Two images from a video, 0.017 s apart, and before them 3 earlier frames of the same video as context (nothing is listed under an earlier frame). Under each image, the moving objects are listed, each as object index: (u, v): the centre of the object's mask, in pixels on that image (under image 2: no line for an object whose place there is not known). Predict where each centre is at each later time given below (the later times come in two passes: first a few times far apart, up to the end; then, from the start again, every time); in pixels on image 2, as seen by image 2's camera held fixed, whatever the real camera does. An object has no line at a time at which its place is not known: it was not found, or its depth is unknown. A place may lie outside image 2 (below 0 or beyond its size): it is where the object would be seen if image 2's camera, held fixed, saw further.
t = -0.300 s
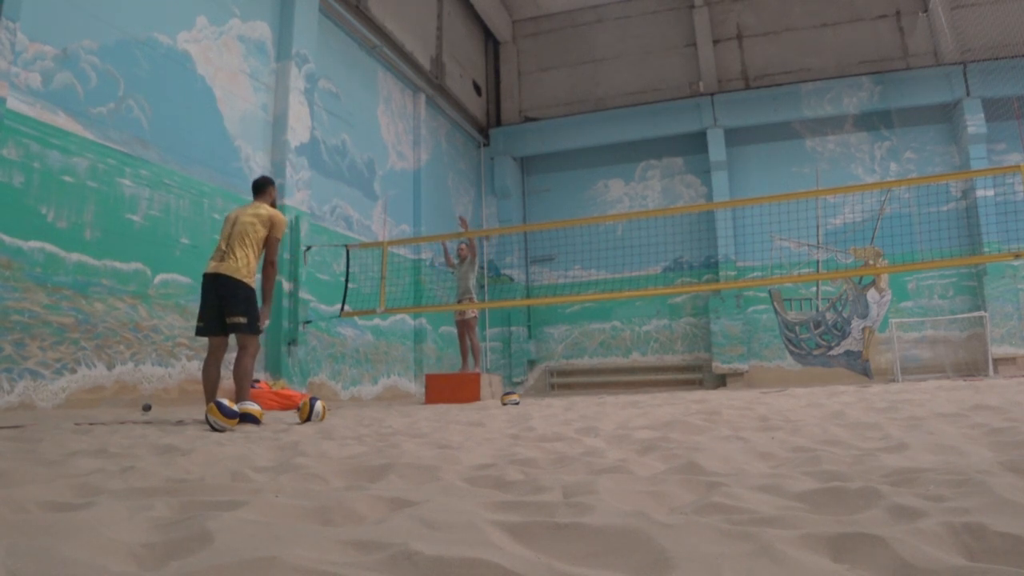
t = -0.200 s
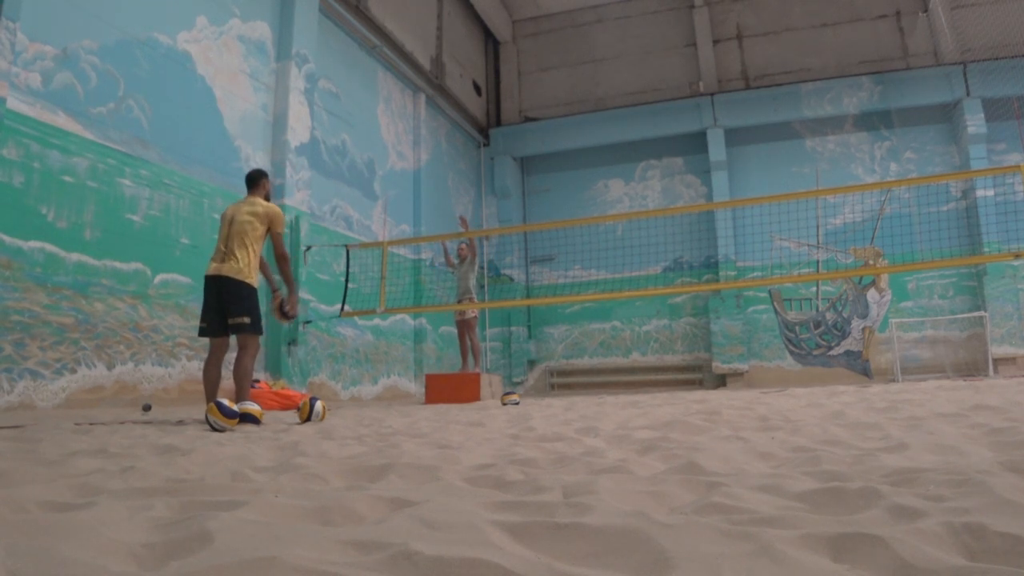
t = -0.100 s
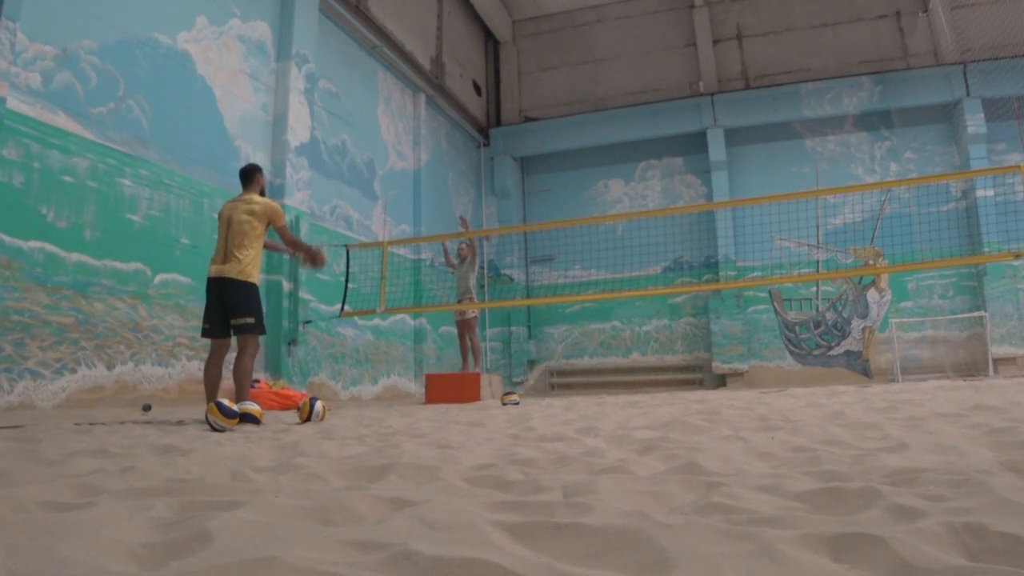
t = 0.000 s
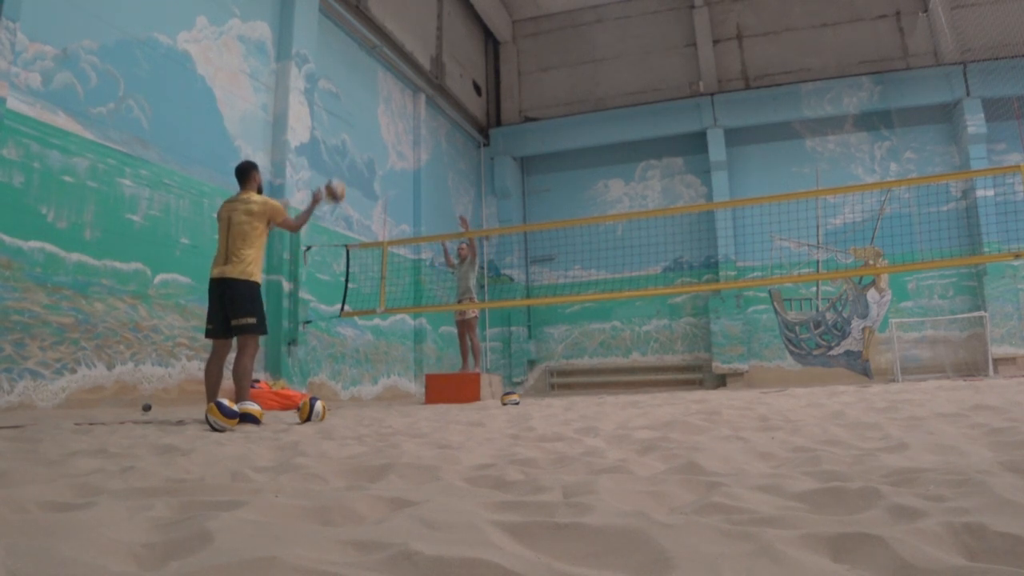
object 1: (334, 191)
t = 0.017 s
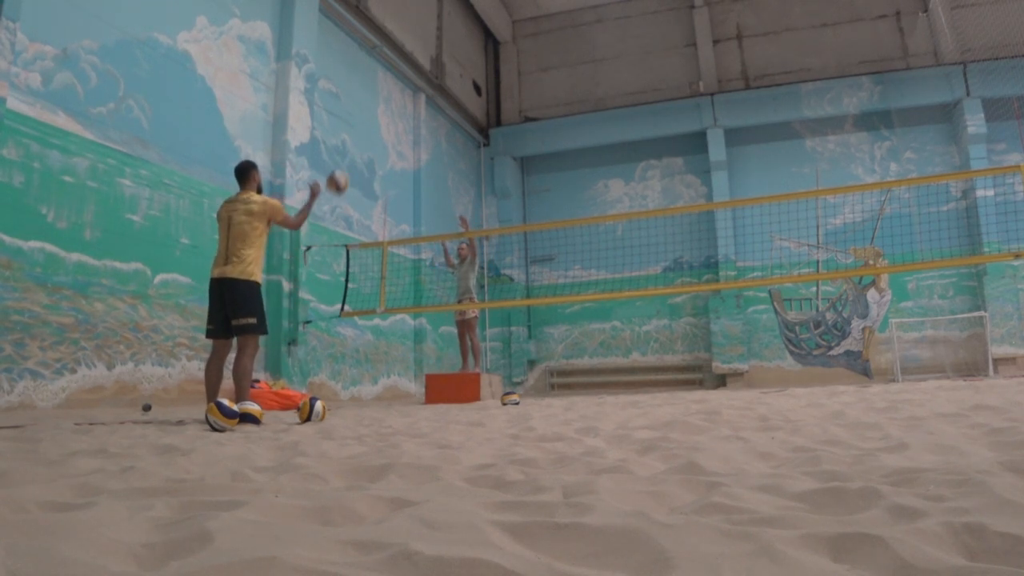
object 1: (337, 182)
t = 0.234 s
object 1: (371, 99)
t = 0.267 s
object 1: (375, 92)
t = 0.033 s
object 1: (341, 173)
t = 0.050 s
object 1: (344, 165)
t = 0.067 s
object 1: (346, 157)
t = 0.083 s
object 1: (348, 149)
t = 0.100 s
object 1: (351, 142)
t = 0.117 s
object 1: (354, 136)
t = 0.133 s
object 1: (357, 129)
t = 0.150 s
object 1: (359, 124)
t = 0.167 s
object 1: (362, 118)
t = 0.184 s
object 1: (364, 113)
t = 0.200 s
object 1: (366, 108)
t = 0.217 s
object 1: (368, 103)
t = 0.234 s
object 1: (371, 99)
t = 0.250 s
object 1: (373, 96)
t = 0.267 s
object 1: (375, 92)
